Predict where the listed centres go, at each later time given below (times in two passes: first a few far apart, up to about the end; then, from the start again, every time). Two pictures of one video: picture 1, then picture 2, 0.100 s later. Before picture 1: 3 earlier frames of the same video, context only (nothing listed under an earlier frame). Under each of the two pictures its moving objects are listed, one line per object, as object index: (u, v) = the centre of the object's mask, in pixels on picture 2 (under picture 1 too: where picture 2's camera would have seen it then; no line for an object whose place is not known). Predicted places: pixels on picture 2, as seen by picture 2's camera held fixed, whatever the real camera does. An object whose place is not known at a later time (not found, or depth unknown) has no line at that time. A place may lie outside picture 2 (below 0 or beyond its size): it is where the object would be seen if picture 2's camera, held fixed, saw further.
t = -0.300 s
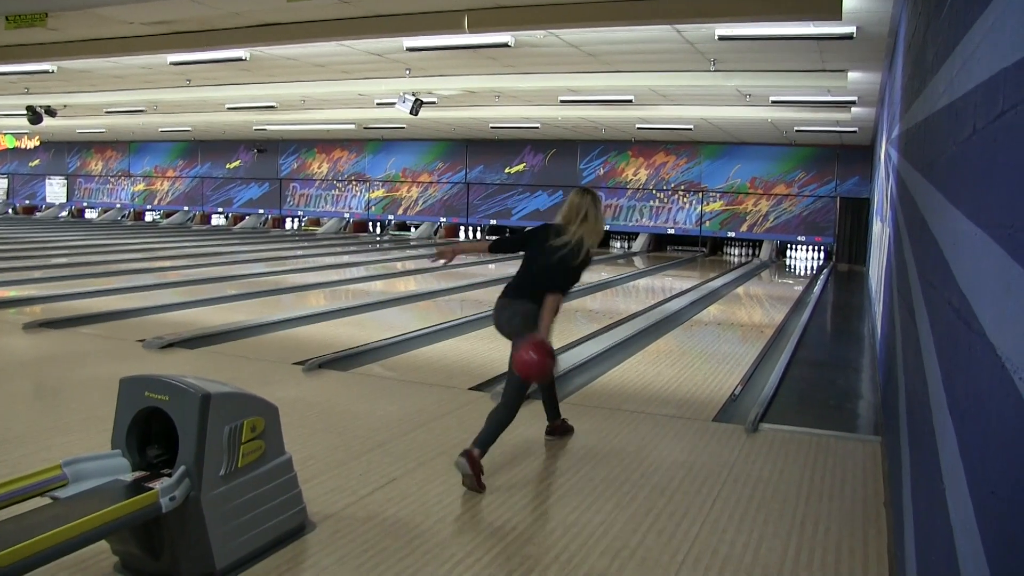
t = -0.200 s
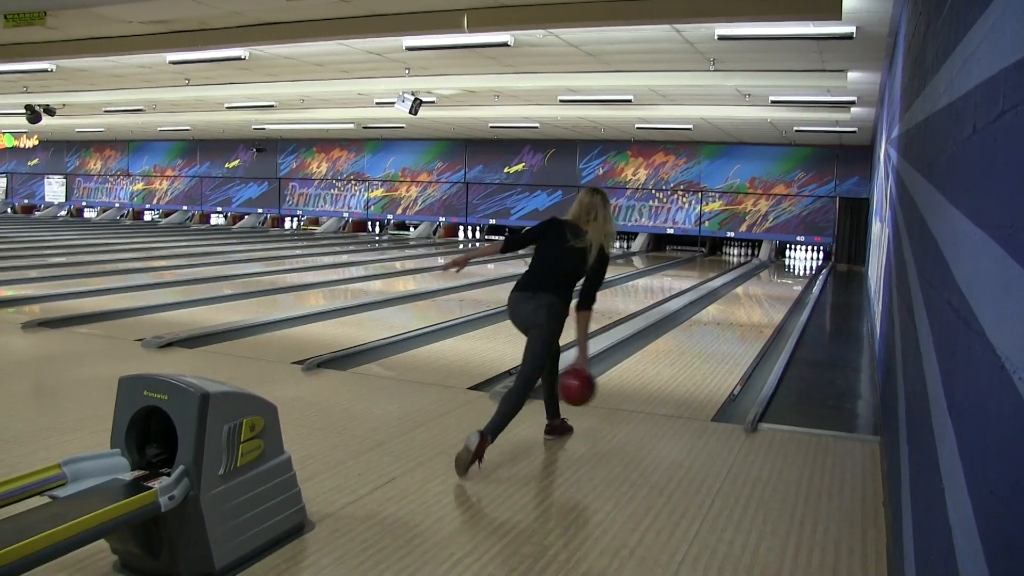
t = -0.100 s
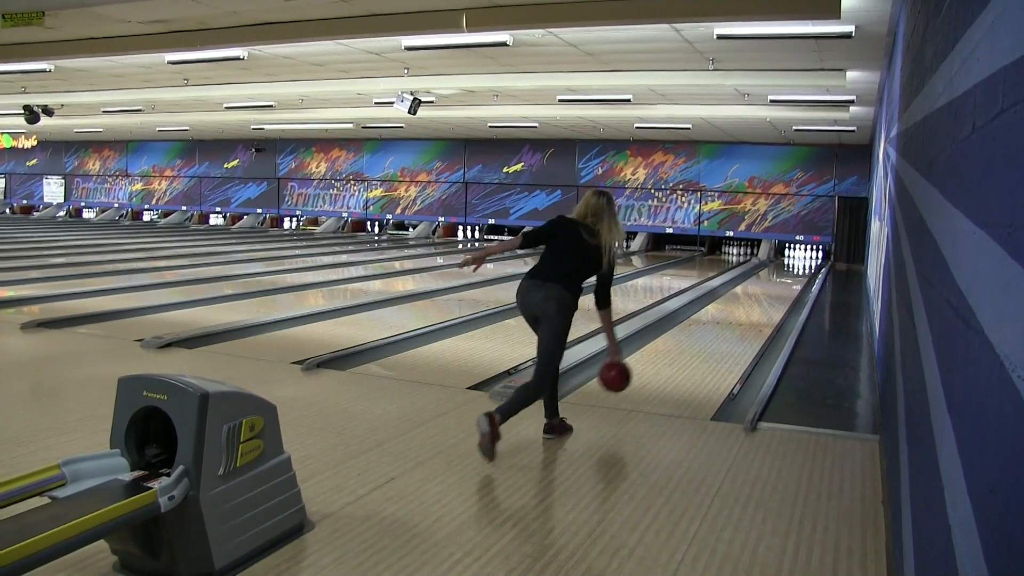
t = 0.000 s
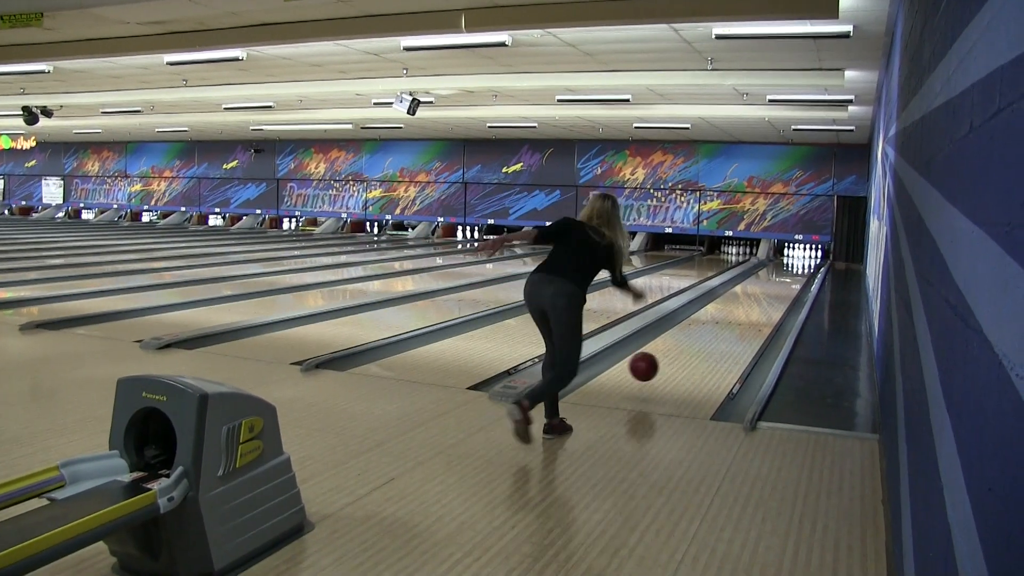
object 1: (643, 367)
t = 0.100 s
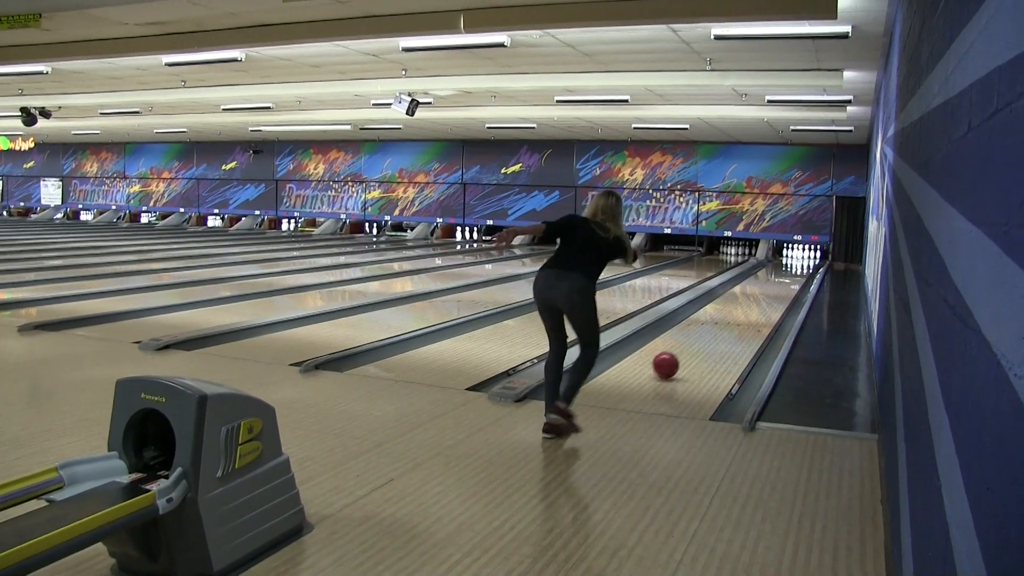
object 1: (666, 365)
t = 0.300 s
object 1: (700, 339)
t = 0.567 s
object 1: (731, 314)
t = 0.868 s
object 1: (754, 296)
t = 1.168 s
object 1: (770, 284)
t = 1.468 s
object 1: (782, 275)
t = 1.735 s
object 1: (789, 268)
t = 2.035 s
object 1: (796, 262)
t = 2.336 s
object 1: (802, 258)
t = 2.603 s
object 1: (811, 255)
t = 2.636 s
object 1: (811, 255)
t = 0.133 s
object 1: (672, 359)
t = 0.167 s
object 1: (679, 355)
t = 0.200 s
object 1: (684, 351)
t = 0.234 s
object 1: (690, 347)
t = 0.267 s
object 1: (695, 343)
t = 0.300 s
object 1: (700, 339)
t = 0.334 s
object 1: (705, 335)
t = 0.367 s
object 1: (709, 332)
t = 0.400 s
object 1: (713, 328)
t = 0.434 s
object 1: (717, 325)
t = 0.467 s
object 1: (721, 322)
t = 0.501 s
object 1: (724, 319)
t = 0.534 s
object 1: (728, 317)
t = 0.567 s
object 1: (731, 314)
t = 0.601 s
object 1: (734, 312)
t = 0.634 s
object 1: (737, 309)
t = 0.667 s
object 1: (740, 307)
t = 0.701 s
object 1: (743, 305)
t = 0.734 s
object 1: (745, 303)
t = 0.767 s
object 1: (747, 301)
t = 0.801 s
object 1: (750, 300)
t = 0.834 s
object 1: (752, 298)
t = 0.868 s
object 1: (754, 296)
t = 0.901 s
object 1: (756, 294)
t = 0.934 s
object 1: (758, 293)
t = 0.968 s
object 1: (760, 291)
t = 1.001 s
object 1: (762, 290)
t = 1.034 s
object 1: (764, 289)
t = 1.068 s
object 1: (765, 287)
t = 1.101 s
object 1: (767, 286)
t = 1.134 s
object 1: (769, 285)
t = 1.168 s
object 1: (770, 284)
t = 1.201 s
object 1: (772, 282)
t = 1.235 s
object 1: (773, 281)
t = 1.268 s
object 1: (774, 280)
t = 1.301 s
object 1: (776, 279)
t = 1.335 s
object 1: (777, 278)
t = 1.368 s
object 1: (779, 277)
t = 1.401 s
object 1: (780, 276)
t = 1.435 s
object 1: (781, 275)
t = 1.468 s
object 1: (782, 275)
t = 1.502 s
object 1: (783, 273)
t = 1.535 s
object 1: (784, 273)
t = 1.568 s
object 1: (785, 272)
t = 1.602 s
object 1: (786, 271)
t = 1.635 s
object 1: (787, 270)
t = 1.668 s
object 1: (788, 269)
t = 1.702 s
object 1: (789, 269)
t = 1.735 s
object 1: (789, 268)
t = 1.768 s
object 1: (790, 268)
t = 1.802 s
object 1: (791, 267)
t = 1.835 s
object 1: (791, 266)
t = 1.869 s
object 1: (792, 266)
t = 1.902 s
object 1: (793, 265)
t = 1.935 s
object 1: (794, 264)
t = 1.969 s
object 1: (794, 264)
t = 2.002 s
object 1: (795, 263)
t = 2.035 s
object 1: (796, 262)
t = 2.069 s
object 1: (797, 262)
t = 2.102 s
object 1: (798, 261)
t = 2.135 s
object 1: (798, 260)
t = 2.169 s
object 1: (799, 260)
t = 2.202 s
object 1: (800, 259)
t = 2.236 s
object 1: (800, 259)
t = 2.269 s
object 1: (801, 259)
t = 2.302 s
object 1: (801, 258)
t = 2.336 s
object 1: (802, 258)
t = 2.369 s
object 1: (803, 258)
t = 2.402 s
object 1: (804, 257)
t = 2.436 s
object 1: (804, 257)
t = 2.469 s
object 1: (805, 256)
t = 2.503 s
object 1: (806, 255)
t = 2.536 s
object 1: (808, 255)
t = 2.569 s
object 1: (809, 255)
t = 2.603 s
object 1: (811, 255)
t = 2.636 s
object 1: (811, 255)
